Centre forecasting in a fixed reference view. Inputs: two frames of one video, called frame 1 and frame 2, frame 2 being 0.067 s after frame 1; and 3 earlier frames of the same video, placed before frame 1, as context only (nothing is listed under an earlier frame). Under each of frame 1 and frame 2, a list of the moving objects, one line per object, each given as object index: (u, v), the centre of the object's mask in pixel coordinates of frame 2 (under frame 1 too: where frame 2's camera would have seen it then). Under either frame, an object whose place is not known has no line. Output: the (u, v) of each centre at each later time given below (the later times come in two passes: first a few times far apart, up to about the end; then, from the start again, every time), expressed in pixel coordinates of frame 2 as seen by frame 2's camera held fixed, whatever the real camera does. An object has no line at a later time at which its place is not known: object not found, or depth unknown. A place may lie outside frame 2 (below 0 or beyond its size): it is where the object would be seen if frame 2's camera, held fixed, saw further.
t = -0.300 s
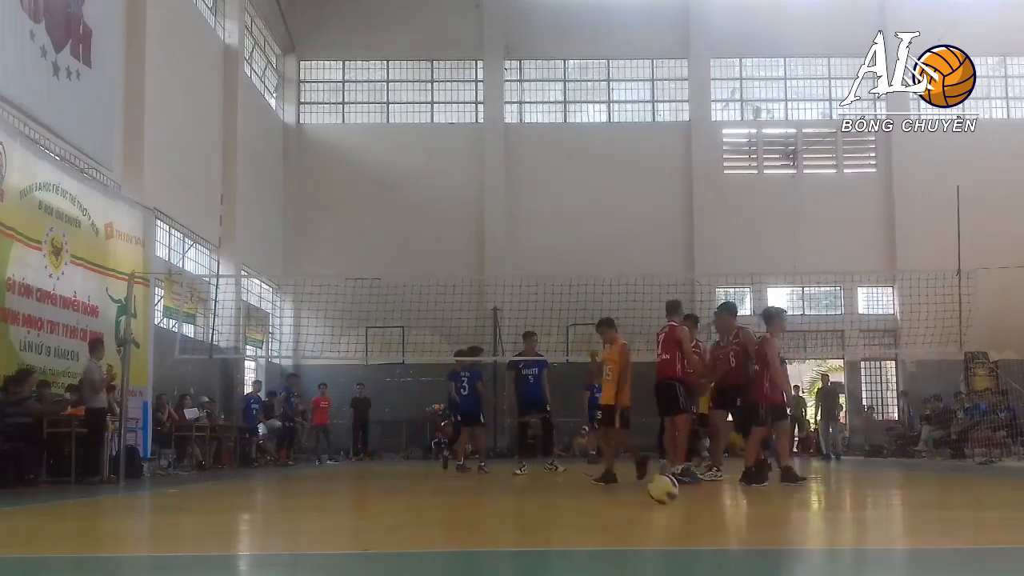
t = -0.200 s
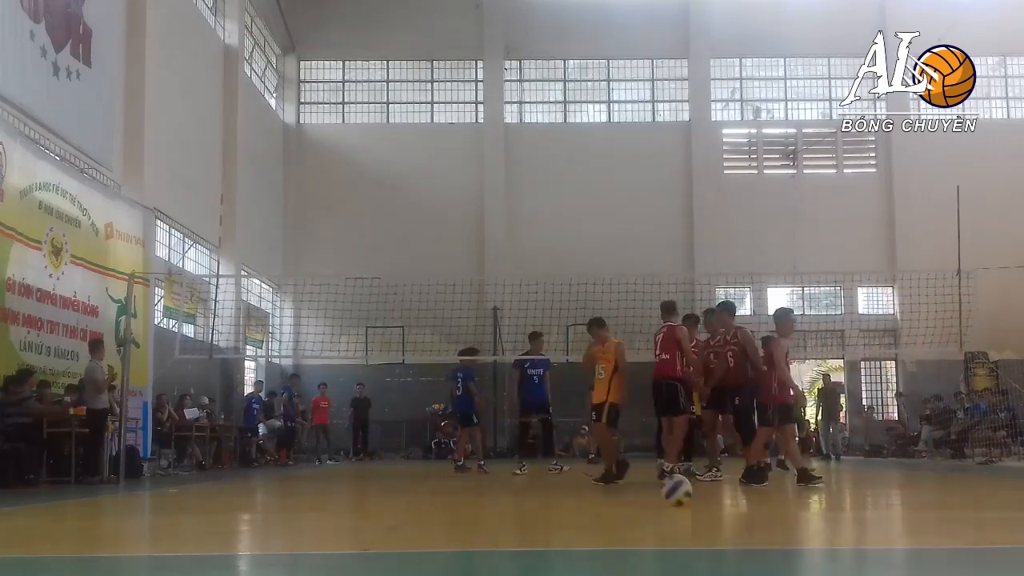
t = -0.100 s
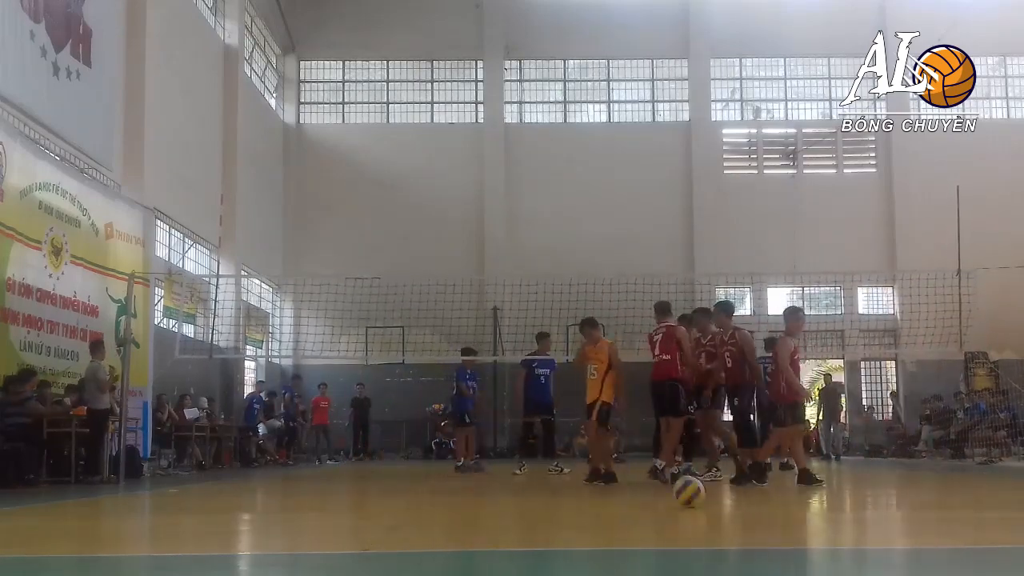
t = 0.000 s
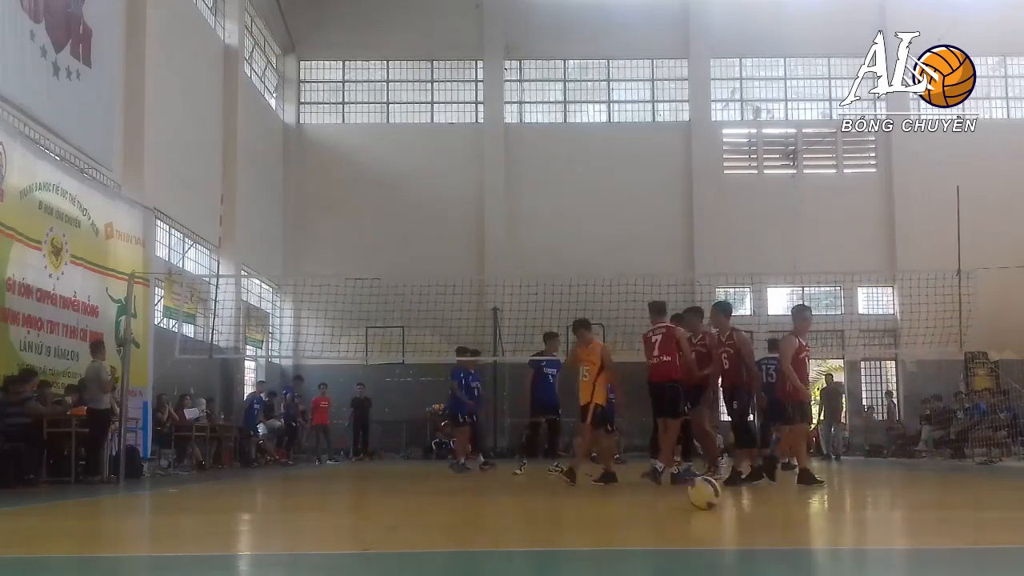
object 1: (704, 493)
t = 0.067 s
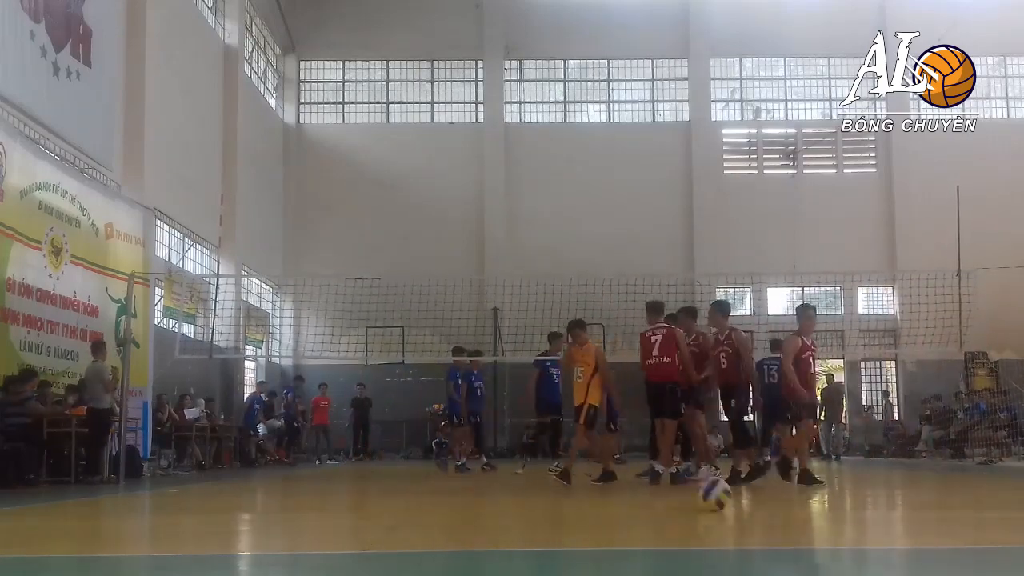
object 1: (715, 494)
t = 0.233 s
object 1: (739, 497)
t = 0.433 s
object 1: (773, 499)
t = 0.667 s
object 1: (817, 504)
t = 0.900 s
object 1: (864, 511)
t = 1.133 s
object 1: (921, 518)
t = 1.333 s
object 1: (976, 524)
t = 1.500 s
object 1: (1011, 529)
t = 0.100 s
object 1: (719, 494)
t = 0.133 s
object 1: (724, 494)
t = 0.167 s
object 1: (729, 495)
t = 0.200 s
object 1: (734, 496)
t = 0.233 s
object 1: (739, 497)
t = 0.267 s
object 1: (744, 498)
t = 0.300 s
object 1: (749, 498)
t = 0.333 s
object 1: (756, 498)
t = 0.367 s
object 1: (761, 498)
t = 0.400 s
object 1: (767, 500)
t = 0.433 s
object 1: (773, 499)
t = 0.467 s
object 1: (778, 500)
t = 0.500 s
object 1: (784, 501)
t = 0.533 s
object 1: (790, 502)
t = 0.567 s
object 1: (796, 503)
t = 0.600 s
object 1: (803, 505)
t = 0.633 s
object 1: (811, 504)
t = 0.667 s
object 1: (817, 504)
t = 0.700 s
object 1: (823, 506)
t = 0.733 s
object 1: (829, 507)
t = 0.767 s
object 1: (836, 508)
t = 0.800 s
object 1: (843, 508)
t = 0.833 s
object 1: (851, 509)
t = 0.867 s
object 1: (857, 510)
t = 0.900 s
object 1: (864, 511)
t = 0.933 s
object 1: (872, 511)
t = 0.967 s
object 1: (881, 513)
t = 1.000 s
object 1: (888, 513)
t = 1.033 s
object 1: (896, 514)
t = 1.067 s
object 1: (905, 516)
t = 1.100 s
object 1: (913, 518)
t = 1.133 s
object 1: (921, 518)
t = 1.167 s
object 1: (929, 519)
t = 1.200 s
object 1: (938, 520)
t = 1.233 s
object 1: (947, 522)
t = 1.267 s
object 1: (958, 523)
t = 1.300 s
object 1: (967, 523)
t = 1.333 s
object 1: (976, 524)
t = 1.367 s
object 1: (986, 525)
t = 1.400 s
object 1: (997, 528)
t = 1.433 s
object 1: (1002, 528)
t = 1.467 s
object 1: (1008, 529)
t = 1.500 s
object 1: (1011, 529)
